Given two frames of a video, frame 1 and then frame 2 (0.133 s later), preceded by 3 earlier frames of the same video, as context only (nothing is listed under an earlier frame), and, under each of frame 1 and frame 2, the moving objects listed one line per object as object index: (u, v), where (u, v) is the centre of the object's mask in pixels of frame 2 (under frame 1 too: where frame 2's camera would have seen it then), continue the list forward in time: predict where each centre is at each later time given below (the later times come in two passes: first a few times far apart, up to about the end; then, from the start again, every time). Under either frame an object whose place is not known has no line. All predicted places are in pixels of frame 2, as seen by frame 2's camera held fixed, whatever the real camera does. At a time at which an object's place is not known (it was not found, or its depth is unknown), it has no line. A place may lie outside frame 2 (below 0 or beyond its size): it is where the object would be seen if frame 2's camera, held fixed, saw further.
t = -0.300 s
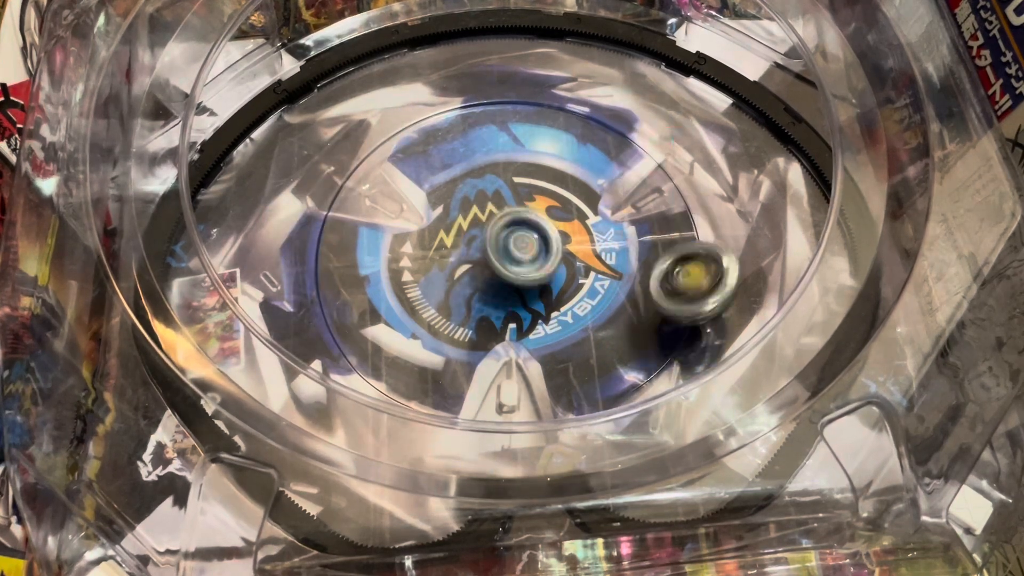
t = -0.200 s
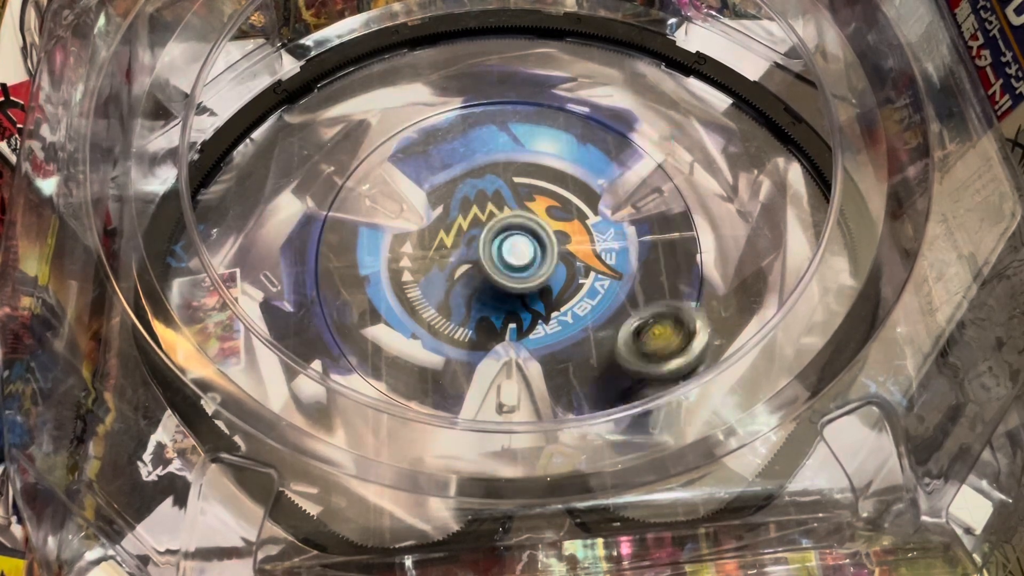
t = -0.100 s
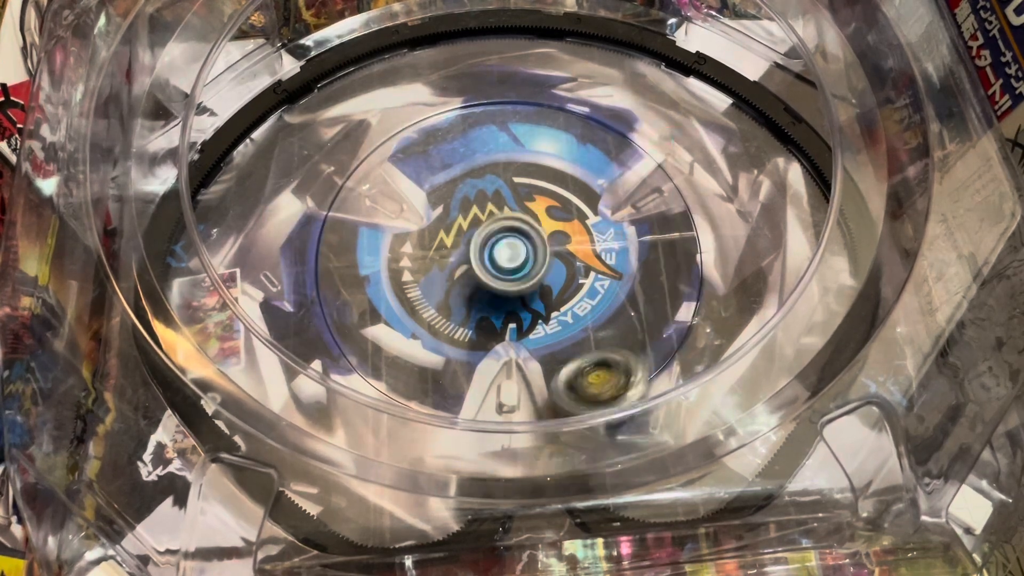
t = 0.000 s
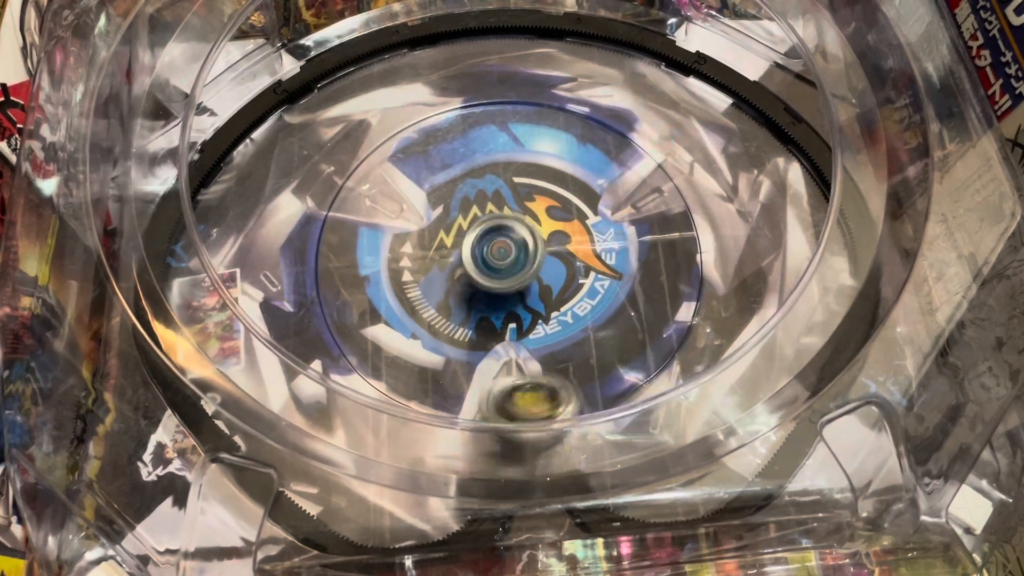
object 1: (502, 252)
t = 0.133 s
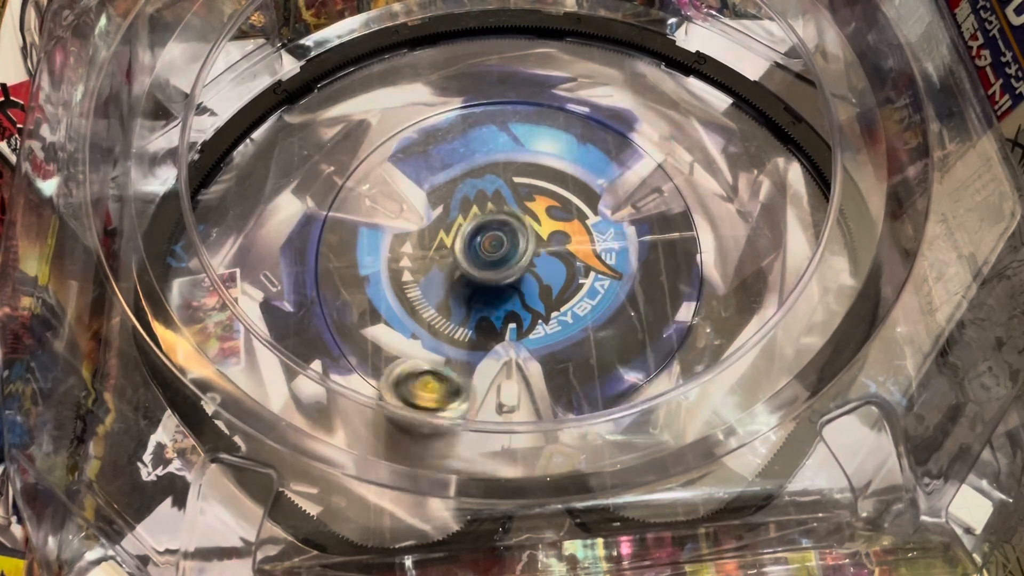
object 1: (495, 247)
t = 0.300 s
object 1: (493, 237)
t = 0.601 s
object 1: (513, 231)
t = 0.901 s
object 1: (520, 248)
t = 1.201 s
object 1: (500, 253)
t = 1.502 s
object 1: (492, 236)
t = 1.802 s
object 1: (517, 233)
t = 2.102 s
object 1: (519, 251)
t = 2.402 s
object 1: (495, 251)
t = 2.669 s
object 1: (493, 234)
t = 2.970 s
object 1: (519, 236)
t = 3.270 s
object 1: (517, 254)
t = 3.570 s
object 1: (491, 248)
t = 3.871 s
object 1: (501, 229)
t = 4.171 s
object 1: (529, 243)
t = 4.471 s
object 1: (506, 261)
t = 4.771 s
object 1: (572, 260)
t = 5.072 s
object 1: (558, 224)
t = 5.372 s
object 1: (581, 243)
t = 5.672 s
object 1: (554, 291)
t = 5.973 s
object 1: (503, 288)
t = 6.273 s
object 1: (443, 271)
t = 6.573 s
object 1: (472, 221)
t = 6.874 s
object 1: (498, 257)
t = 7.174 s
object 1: (485, 260)
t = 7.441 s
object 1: (505, 243)
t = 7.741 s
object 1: (507, 258)
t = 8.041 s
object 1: (458, 274)
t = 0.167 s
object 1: (494, 245)
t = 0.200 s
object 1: (493, 244)
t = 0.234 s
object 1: (493, 240)
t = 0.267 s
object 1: (493, 239)
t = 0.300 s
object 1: (493, 237)
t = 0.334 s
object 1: (494, 235)
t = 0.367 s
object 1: (495, 234)
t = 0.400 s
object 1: (497, 232)
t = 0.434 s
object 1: (500, 231)
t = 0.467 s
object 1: (502, 231)
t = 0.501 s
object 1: (504, 230)
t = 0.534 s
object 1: (507, 231)
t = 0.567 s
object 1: (510, 231)
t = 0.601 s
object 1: (513, 231)
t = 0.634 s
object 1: (515, 232)
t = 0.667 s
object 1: (518, 234)
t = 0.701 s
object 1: (519, 236)
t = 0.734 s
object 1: (521, 237)
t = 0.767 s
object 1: (522, 239)
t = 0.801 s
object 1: (522, 242)
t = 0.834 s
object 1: (522, 244)
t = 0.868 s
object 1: (521, 245)
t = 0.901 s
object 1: (520, 248)
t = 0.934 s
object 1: (519, 249)
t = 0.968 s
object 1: (517, 251)
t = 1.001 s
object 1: (515, 252)
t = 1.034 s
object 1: (513, 252)
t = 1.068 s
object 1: (510, 253)
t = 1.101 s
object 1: (508, 253)
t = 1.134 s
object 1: (506, 253)
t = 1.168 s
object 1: (503, 254)
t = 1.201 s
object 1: (500, 253)
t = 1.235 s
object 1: (498, 252)
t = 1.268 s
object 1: (497, 250)
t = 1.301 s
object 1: (495, 249)
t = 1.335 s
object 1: (493, 246)
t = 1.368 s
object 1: (492, 244)
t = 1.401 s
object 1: (492, 242)
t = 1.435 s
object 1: (491, 240)
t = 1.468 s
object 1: (492, 237)
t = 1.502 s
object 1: (492, 236)
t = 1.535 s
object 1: (494, 234)
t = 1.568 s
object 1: (496, 233)
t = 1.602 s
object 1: (499, 232)
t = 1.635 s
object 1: (501, 231)
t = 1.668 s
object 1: (504, 230)
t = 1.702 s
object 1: (506, 232)
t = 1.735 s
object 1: (511, 231)
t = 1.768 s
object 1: (513, 232)
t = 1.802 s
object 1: (517, 233)
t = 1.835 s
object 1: (519, 235)
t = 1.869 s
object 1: (521, 236)
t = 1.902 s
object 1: (522, 238)
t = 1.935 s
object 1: (523, 240)
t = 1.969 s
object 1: (523, 243)
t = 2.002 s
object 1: (523, 245)
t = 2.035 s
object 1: (522, 247)
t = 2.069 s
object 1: (521, 249)
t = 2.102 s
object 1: (519, 251)
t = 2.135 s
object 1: (517, 252)
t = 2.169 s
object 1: (515, 253)
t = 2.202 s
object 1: (512, 254)
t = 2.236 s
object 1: (509, 254)
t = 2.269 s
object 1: (506, 255)
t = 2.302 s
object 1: (503, 254)
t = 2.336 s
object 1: (500, 254)
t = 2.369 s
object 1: (498, 253)
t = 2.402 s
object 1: (495, 251)
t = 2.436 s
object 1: (493, 249)
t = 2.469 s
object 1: (491, 247)
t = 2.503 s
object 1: (491, 245)
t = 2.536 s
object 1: (490, 243)
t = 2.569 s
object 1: (491, 241)
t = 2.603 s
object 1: (491, 239)
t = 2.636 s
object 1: (492, 236)
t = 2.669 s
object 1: (493, 234)
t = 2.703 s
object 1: (496, 232)
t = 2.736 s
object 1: (498, 232)
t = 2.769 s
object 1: (501, 232)
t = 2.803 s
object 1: (503, 232)
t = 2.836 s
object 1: (506, 233)
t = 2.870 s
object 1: (511, 231)
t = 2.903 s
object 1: (514, 232)
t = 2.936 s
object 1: (517, 234)
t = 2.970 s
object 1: (519, 236)
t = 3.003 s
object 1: (522, 238)
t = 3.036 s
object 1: (523, 240)
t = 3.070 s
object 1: (524, 243)
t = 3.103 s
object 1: (524, 245)
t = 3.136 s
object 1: (523, 247)
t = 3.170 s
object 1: (522, 249)
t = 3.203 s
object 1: (521, 251)
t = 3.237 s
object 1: (519, 253)
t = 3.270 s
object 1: (517, 254)
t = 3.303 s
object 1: (515, 255)
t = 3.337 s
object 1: (512, 256)
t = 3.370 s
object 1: (508, 256)
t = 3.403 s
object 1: (505, 256)
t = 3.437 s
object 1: (501, 255)
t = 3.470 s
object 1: (499, 254)
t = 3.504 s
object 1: (495, 252)
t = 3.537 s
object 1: (493, 250)
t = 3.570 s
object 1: (491, 248)
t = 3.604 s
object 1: (491, 246)
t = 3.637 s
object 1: (490, 243)
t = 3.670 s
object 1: (490, 239)
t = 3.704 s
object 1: (490, 237)
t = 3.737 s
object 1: (492, 235)
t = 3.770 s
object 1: (493, 233)
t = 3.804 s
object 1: (495, 232)
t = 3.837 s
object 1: (498, 230)
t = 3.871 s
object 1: (501, 229)
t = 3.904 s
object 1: (505, 229)
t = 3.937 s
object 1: (508, 229)
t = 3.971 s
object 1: (512, 229)
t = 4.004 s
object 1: (517, 231)
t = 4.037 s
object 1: (521, 232)
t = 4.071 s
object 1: (523, 234)
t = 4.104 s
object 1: (525, 237)
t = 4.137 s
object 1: (527, 239)
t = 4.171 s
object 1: (529, 243)
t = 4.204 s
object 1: (529, 246)
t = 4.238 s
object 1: (528, 250)
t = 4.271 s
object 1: (526, 253)
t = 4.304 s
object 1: (524, 255)
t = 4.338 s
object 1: (521, 257)
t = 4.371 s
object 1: (517, 258)
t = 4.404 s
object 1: (513, 260)
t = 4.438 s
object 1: (509, 260)
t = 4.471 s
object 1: (506, 261)
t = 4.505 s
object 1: (502, 260)
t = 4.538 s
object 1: (516, 261)
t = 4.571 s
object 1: (536, 263)
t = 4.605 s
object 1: (552, 264)
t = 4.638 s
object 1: (564, 264)
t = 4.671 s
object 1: (570, 264)
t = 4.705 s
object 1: (574, 264)
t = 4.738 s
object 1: (574, 263)
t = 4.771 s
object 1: (572, 260)
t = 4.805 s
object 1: (567, 257)
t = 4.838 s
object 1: (563, 254)
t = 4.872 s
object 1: (560, 250)
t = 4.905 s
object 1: (555, 246)
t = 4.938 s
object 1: (553, 242)
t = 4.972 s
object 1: (549, 238)
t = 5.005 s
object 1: (547, 235)
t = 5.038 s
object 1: (545, 233)
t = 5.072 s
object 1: (558, 224)
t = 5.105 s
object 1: (572, 220)
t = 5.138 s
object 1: (581, 217)
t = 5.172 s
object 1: (589, 216)
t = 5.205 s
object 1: (596, 216)
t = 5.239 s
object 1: (598, 221)
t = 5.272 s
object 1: (596, 226)
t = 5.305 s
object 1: (594, 230)
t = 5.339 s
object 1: (588, 236)
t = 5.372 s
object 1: (581, 243)
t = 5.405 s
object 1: (569, 248)
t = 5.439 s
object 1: (559, 251)
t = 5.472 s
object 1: (548, 258)
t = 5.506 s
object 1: (551, 268)
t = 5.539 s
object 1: (554, 276)
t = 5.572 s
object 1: (556, 280)
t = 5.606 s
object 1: (556, 286)
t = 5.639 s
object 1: (556, 290)
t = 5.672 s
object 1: (554, 291)
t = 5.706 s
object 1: (552, 294)
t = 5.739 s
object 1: (547, 293)
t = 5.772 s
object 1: (543, 292)
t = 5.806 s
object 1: (538, 292)
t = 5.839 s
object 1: (534, 291)
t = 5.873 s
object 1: (524, 291)
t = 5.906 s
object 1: (517, 287)
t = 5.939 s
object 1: (510, 284)
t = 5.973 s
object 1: (503, 288)
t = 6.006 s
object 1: (496, 294)
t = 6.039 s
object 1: (486, 297)
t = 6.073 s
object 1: (477, 298)
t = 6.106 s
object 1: (469, 295)
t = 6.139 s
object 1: (461, 286)
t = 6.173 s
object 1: (454, 290)
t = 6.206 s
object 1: (449, 285)
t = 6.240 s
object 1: (446, 280)
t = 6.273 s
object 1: (443, 271)
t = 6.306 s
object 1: (444, 266)
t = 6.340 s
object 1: (447, 258)
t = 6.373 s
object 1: (451, 252)
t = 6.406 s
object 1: (458, 243)
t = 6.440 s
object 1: (466, 237)
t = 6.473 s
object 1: (468, 226)
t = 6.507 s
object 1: (471, 222)
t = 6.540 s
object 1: (470, 220)
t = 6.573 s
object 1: (472, 221)
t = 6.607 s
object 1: (475, 220)
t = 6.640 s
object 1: (478, 223)
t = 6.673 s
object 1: (481, 224)
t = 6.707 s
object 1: (486, 230)
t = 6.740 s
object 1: (491, 233)
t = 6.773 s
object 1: (495, 241)
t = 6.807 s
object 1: (497, 245)
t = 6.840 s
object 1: (498, 251)
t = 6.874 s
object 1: (498, 257)
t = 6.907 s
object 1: (496, 263)
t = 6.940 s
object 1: (495, 265)
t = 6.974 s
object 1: (492, 261)
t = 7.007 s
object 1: (490, 262)
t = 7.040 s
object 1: (488, 262)
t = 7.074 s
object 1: (487, 262)
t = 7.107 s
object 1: (487, 262)
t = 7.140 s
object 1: (484, 260)
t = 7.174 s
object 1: (485, 260)
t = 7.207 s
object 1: (486, 255)
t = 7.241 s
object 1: (487, 255)
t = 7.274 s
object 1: (490, 251)
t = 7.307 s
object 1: (491, 250)
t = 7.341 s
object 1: (494, 245)
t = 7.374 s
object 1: (498, 244)
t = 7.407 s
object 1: (500, 244)
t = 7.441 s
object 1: (505, 243)
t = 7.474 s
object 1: (509, 243)
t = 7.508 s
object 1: (512, 246)
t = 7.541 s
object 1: (516, 246)
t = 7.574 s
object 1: (516, 248)
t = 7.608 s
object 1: (513, 246)
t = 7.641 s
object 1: (512, 249)
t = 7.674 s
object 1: (510, 250)
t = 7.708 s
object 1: (509, 255)
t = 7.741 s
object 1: (507, 258)
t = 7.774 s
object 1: (505, 264)
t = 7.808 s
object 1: (500, 267)
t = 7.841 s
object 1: (496, 275)
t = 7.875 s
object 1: (490, 277)
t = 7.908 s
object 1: (484, 279)
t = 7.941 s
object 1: (478, 282)
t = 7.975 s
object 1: (469, 277)
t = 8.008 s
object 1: (465, 279)
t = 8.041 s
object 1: (458, 274)
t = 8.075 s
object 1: (453, 273)
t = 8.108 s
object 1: (447, 265)
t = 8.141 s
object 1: (445, 260)
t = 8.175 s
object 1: (442, 261)
